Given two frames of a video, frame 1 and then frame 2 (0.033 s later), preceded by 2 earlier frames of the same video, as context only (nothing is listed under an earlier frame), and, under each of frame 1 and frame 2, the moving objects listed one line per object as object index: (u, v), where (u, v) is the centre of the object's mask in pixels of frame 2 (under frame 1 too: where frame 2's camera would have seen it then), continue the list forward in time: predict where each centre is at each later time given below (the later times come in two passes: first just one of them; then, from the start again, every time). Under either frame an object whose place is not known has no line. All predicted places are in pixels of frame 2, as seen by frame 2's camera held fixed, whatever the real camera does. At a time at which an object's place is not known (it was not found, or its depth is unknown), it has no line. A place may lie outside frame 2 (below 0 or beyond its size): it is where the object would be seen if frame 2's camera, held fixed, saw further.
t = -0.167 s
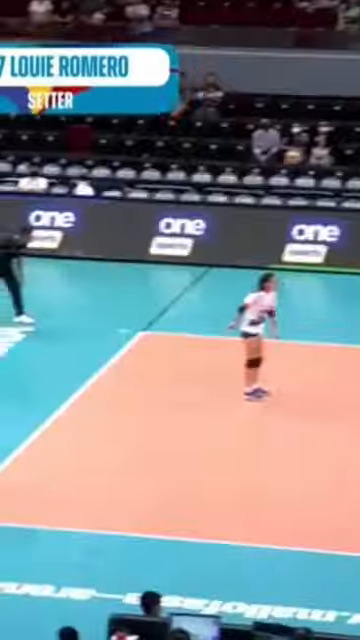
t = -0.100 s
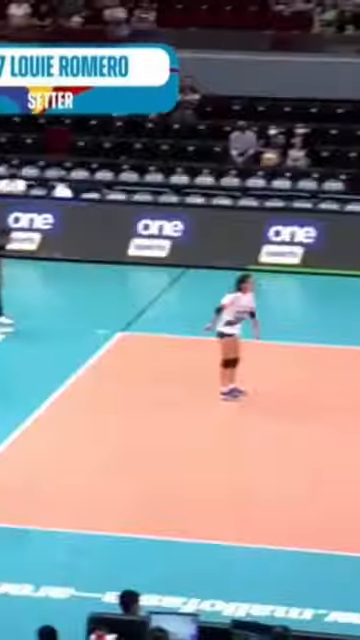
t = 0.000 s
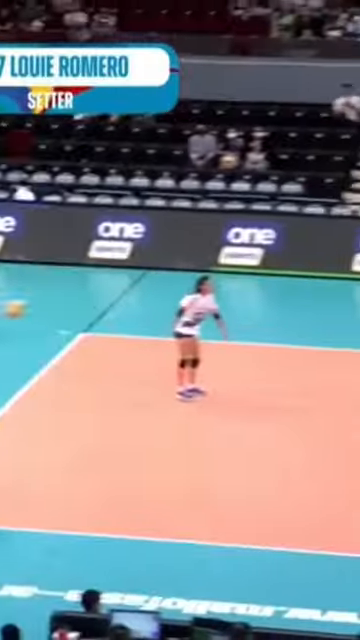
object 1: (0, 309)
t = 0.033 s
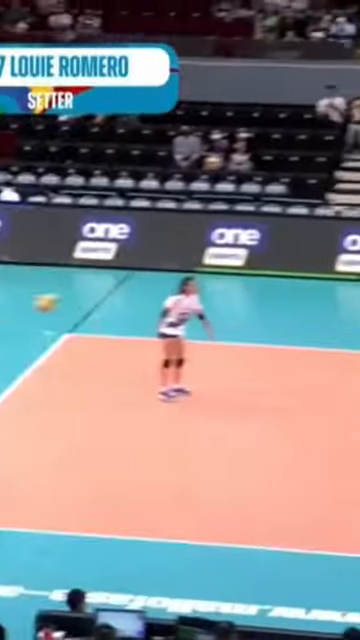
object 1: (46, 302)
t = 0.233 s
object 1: (318, 278)
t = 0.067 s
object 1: (93, 296)
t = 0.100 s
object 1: (137, 291)
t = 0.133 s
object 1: (184, 287)
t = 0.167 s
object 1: (228, 283)
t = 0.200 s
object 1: (273, 280)
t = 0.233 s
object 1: (318, 278)
